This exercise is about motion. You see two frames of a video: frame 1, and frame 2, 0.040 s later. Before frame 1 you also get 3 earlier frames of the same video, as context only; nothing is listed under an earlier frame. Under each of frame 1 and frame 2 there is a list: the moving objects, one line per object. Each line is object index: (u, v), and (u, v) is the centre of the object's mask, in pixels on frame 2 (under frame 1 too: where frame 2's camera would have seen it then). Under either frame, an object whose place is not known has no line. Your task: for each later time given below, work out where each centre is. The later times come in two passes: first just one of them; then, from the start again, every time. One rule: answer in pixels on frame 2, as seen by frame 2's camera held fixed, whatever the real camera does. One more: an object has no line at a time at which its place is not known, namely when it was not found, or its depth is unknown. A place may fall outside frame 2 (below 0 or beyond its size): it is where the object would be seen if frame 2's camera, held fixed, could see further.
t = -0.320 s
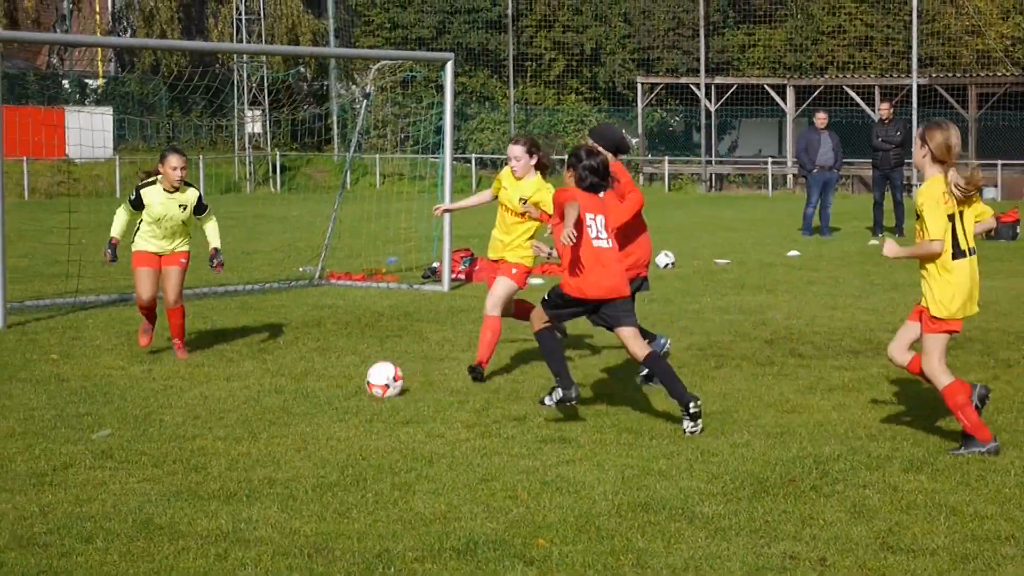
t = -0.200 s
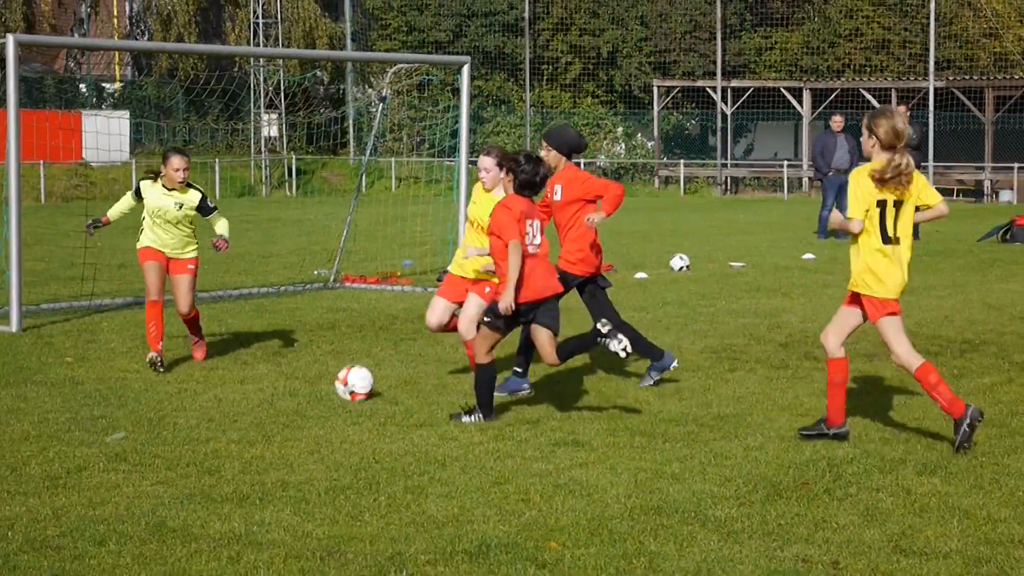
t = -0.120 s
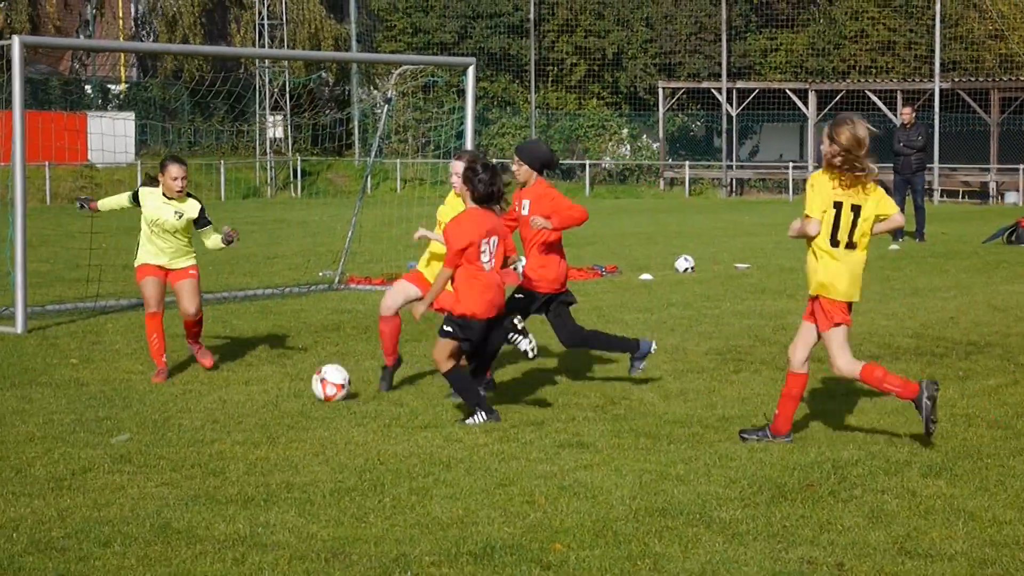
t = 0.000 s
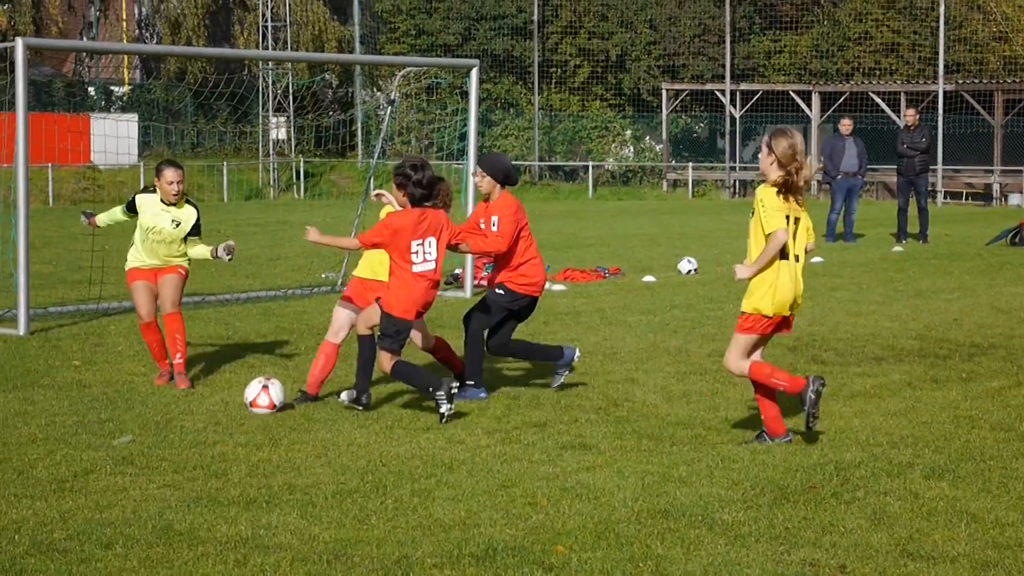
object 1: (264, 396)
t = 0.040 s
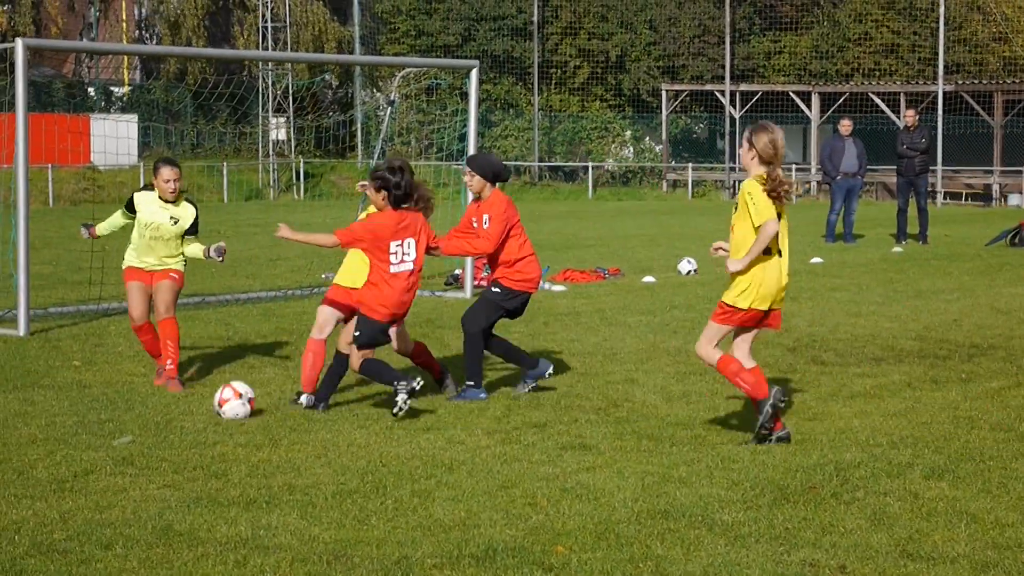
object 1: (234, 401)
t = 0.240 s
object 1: (84, 423)
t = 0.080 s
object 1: (204, 405)
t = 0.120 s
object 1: (175, 409)
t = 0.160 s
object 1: (145, 412)
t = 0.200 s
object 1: (114, 418)
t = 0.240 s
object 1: (84, 423)
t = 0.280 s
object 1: (54, 425)
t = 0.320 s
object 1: (23, 428)
